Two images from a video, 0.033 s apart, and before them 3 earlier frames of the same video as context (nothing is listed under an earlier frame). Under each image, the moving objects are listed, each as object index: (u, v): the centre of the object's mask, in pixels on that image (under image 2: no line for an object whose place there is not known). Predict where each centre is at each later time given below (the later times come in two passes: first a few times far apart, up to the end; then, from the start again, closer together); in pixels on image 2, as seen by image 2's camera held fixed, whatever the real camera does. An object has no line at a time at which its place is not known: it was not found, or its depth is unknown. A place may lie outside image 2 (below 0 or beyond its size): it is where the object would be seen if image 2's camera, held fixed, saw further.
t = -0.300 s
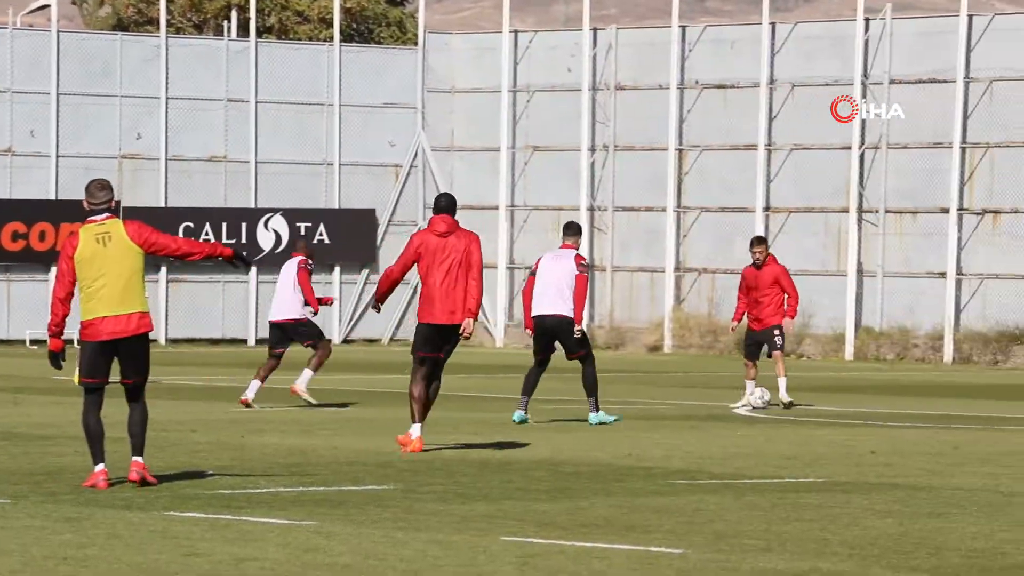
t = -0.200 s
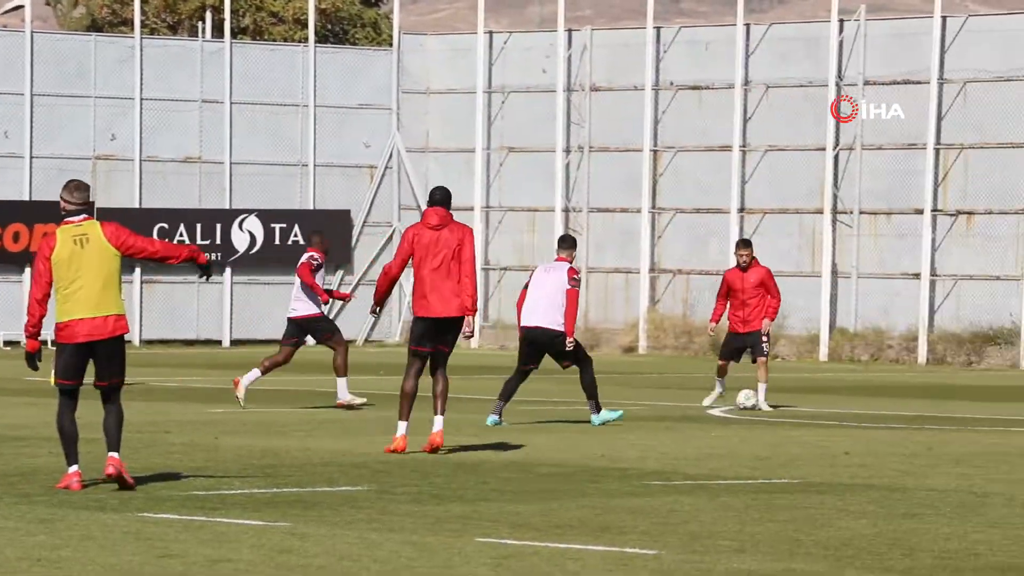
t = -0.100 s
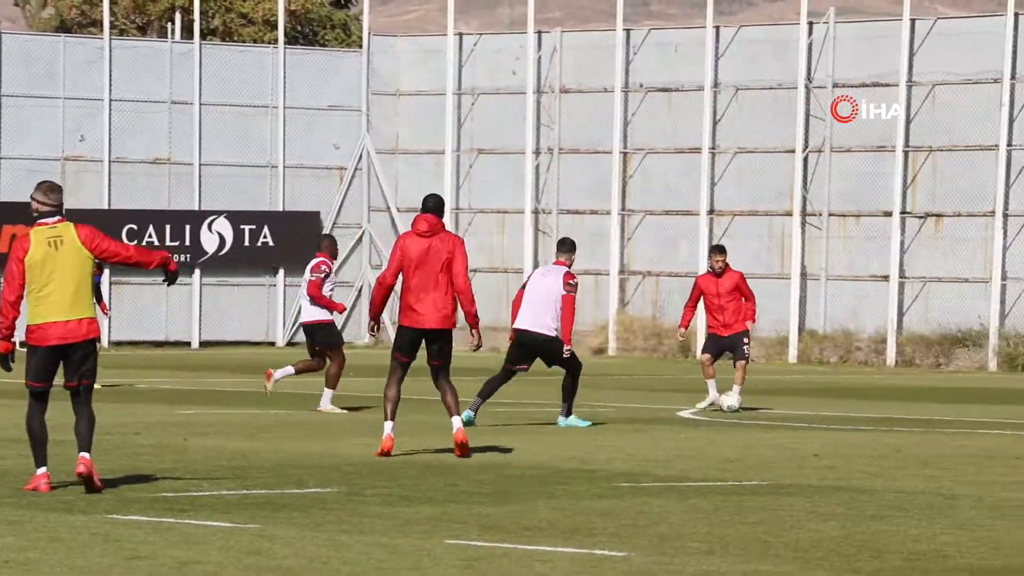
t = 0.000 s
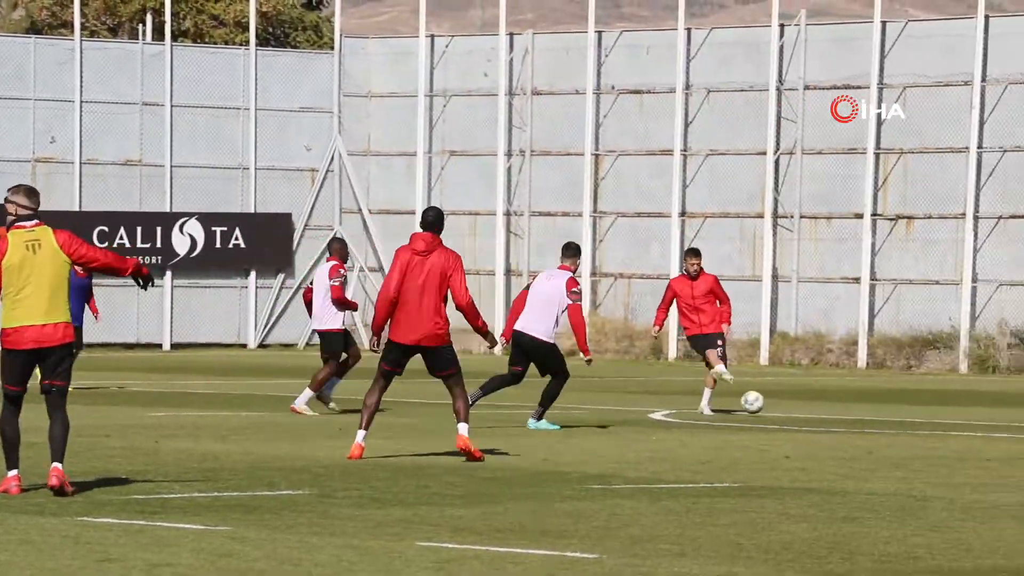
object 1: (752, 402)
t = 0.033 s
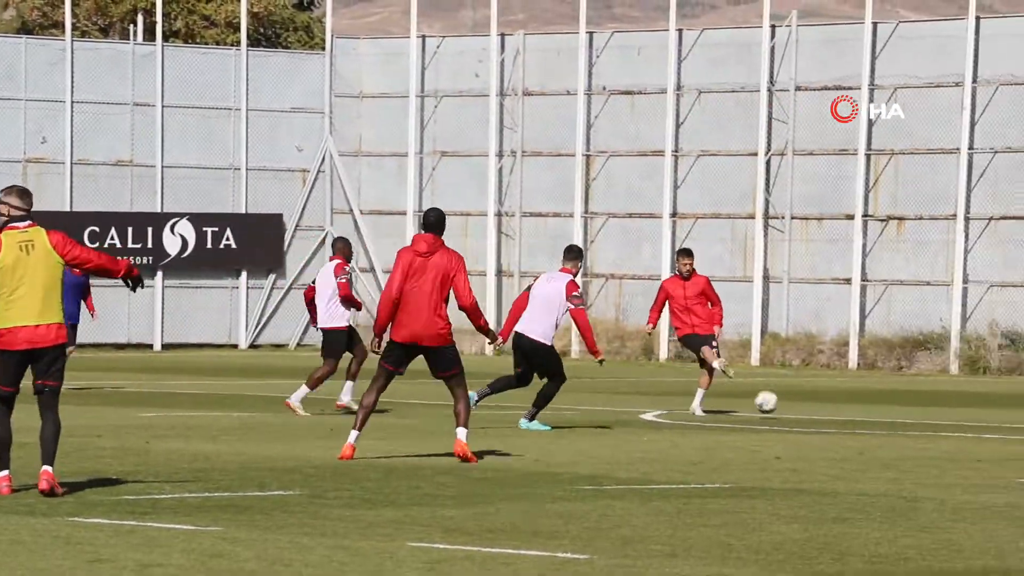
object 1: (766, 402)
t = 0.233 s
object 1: (907, 414)
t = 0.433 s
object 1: (1046, 419)
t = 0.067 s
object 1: (789, 402)
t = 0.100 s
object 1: (812, 404)
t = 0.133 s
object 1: (836, 407)
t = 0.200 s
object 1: (884, 416)
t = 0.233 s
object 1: (907, 414)
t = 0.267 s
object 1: (929, 412)
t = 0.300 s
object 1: (952, 411)
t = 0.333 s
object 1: (975, 412)
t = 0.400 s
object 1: (1023, 418)
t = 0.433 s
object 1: (1046, 419)
